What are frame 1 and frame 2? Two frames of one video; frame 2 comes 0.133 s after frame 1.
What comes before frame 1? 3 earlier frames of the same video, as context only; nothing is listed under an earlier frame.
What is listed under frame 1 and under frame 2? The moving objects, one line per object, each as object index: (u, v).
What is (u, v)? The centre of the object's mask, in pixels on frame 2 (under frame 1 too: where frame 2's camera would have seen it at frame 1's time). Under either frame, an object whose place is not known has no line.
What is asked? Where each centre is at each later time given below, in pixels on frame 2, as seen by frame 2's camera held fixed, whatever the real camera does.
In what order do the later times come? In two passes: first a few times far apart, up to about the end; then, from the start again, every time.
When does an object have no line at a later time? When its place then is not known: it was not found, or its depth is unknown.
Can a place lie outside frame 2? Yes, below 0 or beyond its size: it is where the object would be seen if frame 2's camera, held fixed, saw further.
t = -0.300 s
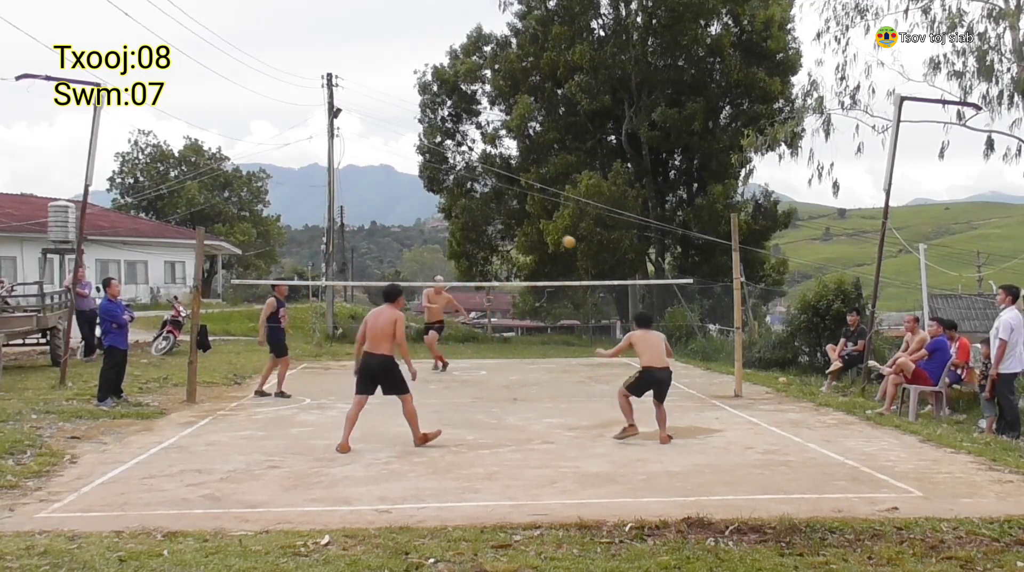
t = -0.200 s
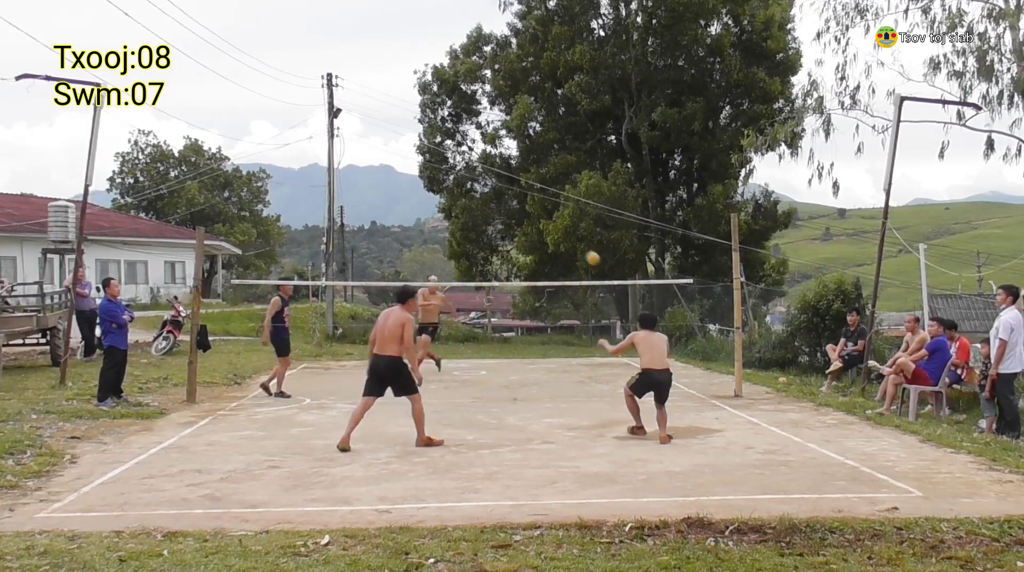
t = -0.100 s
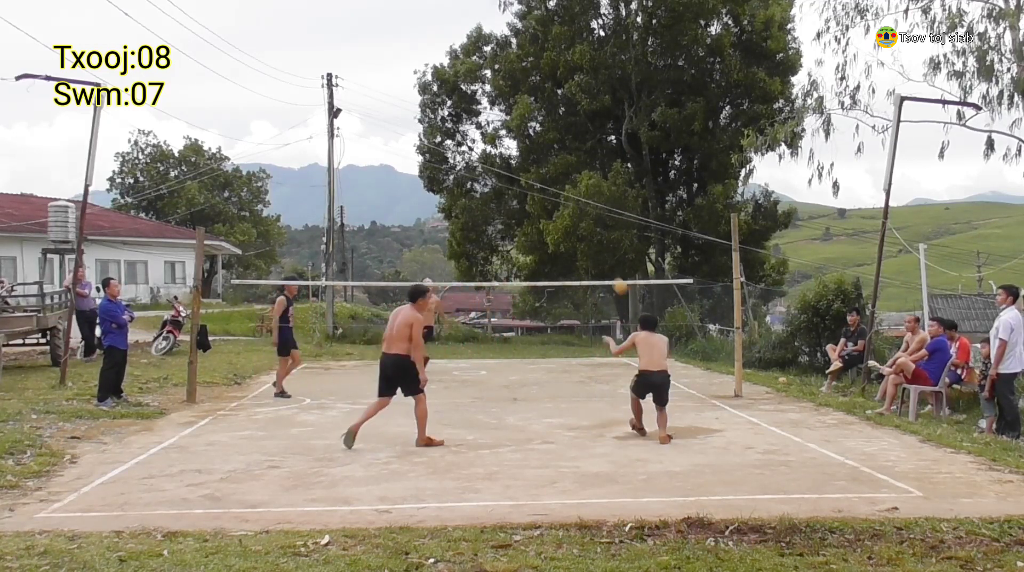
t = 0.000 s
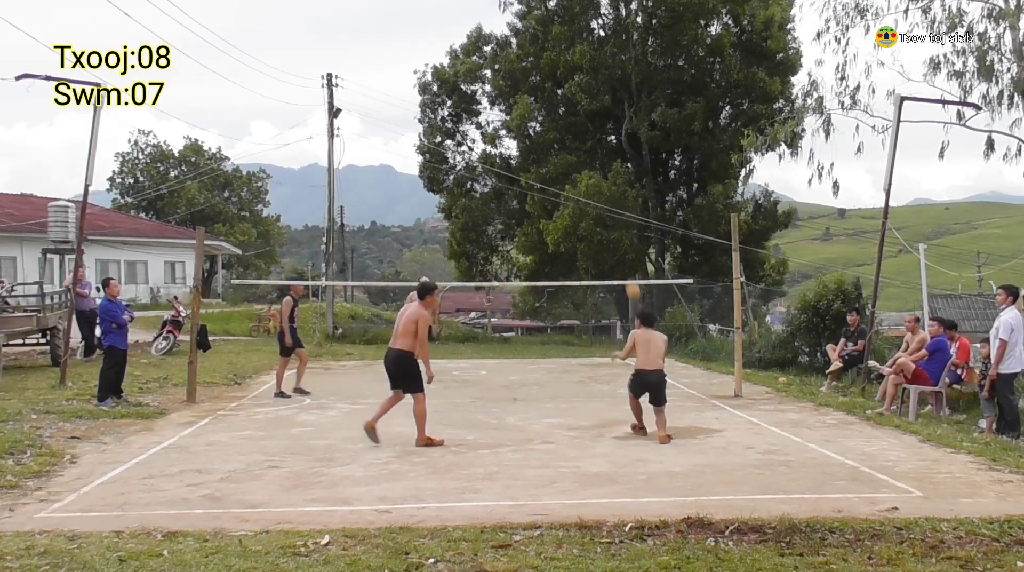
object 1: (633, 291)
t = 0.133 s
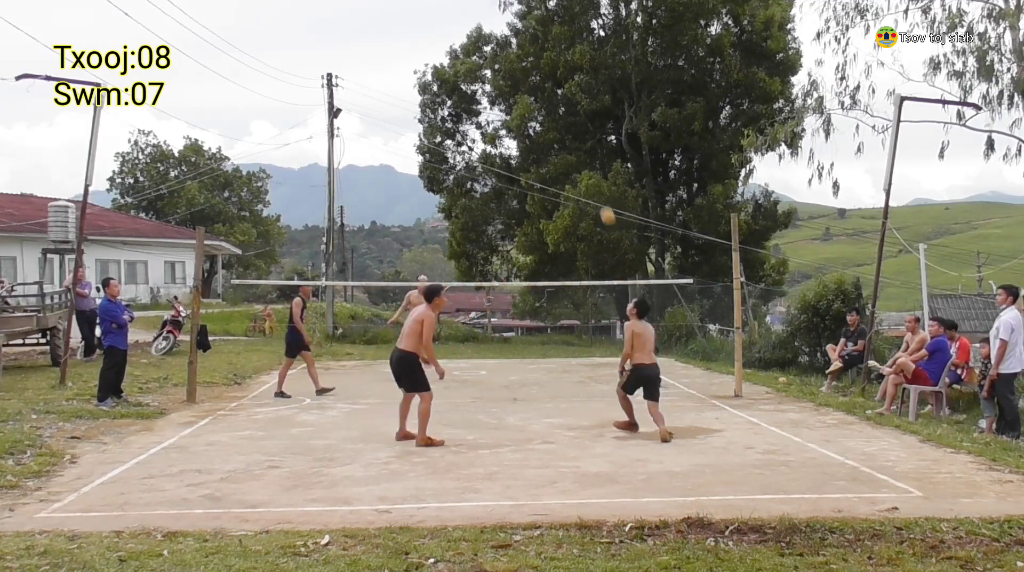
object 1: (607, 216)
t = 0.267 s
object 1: (582, 158)
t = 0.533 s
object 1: (530, 94)
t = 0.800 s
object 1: (475, 107)
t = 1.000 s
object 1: (434, 167)
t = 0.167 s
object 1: (601, 200)
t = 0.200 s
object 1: (595, 186)
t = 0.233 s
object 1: (588, 171)
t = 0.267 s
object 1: (582, 158)
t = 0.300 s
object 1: (576, 147)
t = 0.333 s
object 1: (569, 136)
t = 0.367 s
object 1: (563, 126)
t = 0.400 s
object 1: (556, 118)
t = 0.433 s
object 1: (549, 110)
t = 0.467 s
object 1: (543, 104)
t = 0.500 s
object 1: (537, 99)
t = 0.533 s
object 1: (530, 94)
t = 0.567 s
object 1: (523, 92)
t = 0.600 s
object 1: (516, 90)
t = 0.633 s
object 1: (510, 90)
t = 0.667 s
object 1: (503, 90)
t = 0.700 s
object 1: (497, 92)
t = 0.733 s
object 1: (490, 95)
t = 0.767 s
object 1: (483, 100)
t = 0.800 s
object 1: (475, 107)
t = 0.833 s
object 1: (469, 112)
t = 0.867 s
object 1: (461, 120)
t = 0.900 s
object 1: (454, 131)
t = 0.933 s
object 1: (447, 141)
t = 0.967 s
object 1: (440, 155)
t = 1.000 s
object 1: (434, 167)
